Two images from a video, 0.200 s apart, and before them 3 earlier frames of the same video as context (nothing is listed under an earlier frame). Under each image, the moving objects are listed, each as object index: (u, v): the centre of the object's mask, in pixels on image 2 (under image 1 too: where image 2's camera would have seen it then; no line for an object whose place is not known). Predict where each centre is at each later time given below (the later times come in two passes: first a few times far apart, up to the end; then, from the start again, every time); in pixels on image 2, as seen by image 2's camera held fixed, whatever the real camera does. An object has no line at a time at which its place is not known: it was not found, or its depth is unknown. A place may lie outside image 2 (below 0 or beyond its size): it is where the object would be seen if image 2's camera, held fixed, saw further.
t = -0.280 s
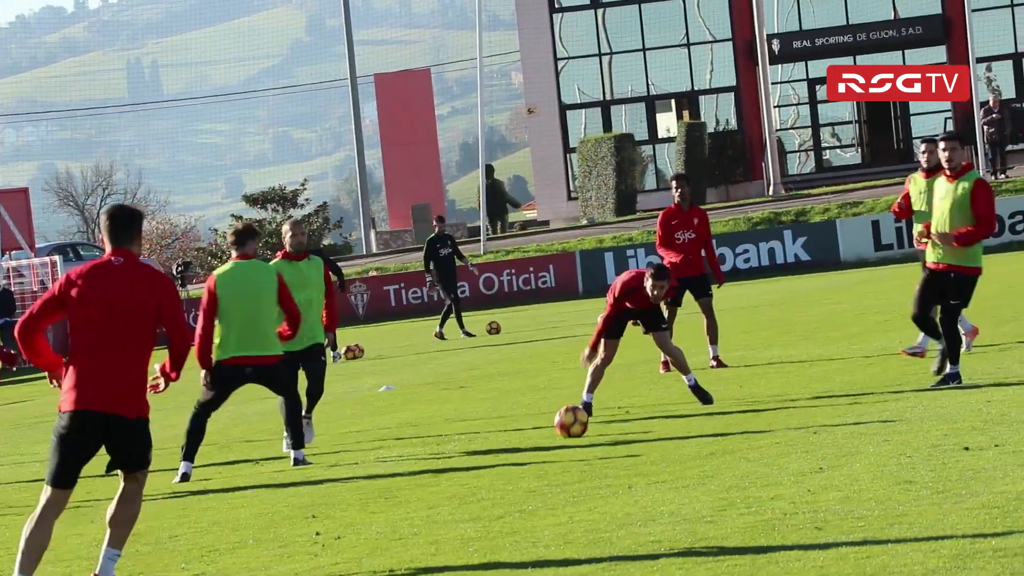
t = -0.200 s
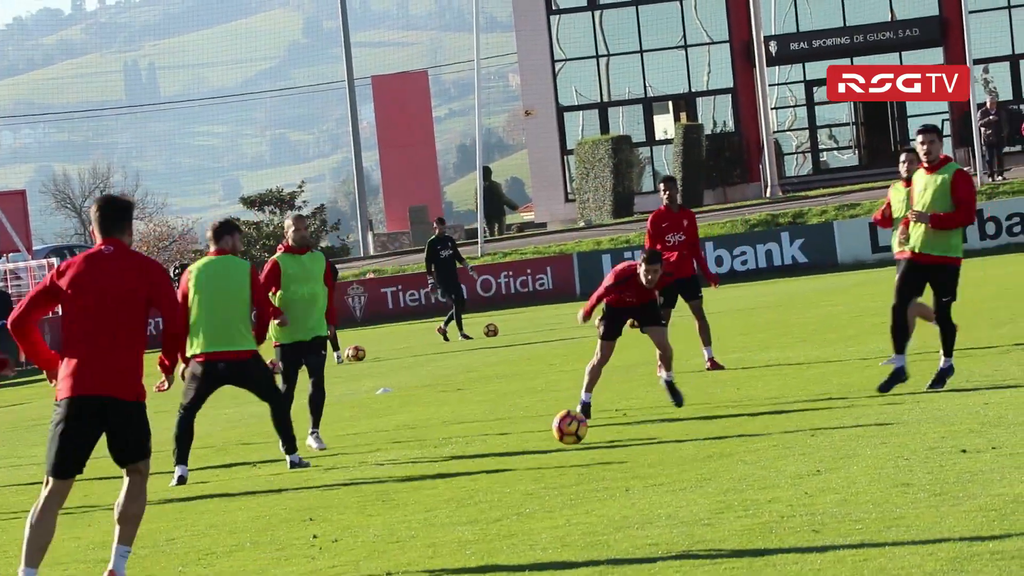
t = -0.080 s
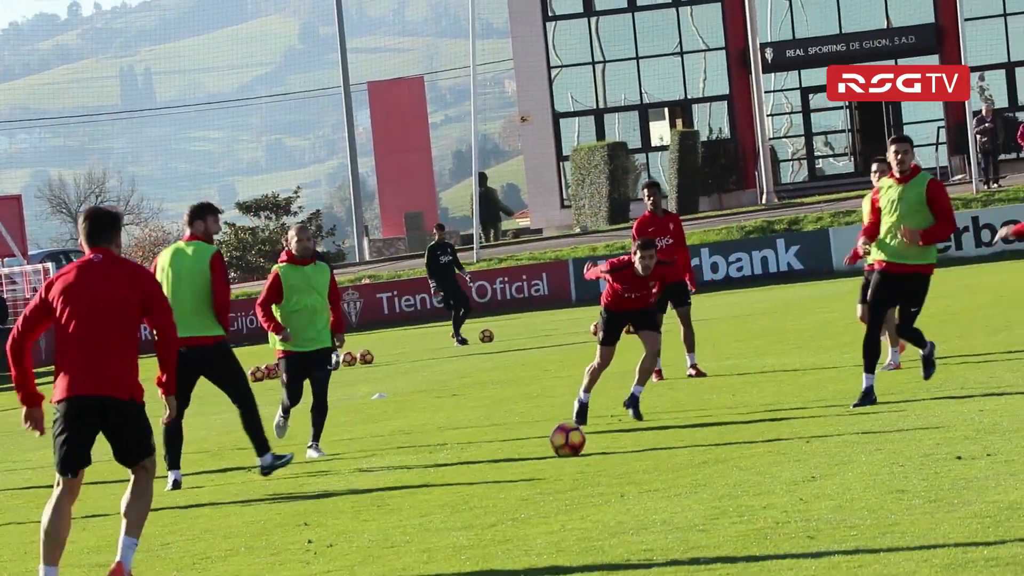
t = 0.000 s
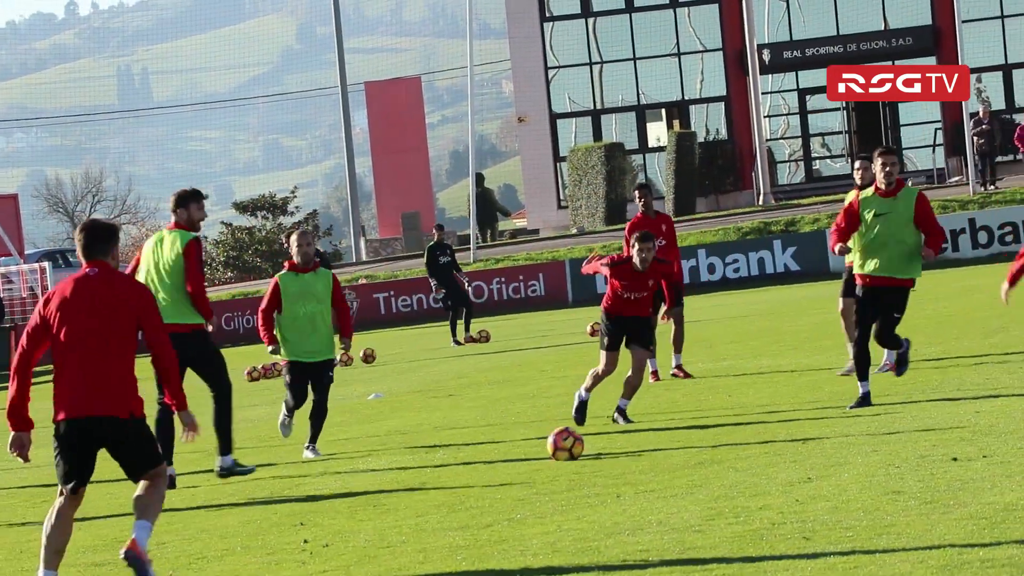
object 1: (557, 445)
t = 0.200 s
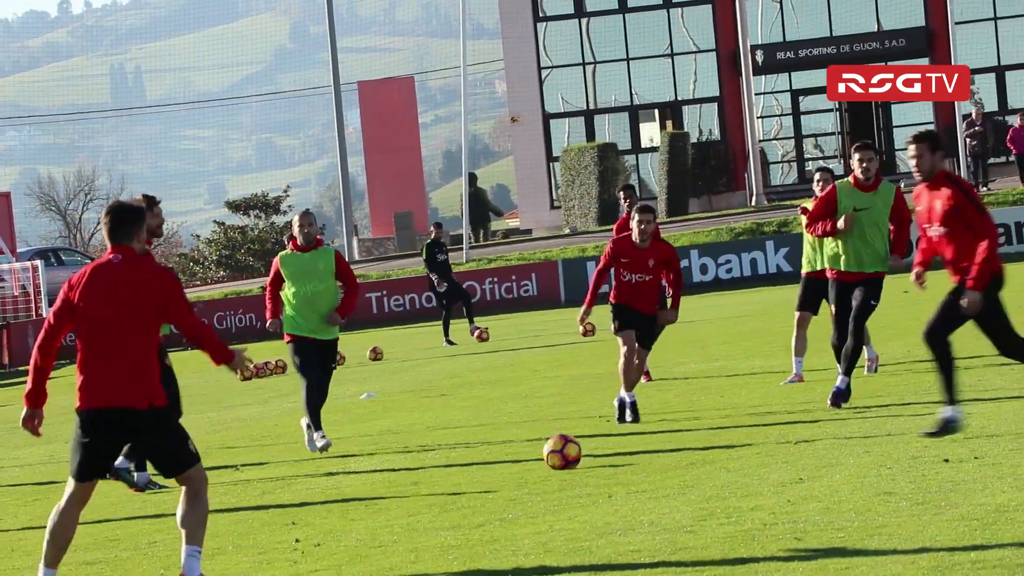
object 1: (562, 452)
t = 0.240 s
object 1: (563, 453)
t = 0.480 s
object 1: (570, 463)
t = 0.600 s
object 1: (576, 466)
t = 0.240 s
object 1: (563, 453)
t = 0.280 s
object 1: (564, 453)
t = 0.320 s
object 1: (565, 455)
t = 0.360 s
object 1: (566, 458)
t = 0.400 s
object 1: (568, 459)
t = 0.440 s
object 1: (569, 460)
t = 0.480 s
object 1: (570, 463)
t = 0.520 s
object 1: (572, 464)
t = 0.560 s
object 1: (574, 465)
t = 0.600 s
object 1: (576, 466)
